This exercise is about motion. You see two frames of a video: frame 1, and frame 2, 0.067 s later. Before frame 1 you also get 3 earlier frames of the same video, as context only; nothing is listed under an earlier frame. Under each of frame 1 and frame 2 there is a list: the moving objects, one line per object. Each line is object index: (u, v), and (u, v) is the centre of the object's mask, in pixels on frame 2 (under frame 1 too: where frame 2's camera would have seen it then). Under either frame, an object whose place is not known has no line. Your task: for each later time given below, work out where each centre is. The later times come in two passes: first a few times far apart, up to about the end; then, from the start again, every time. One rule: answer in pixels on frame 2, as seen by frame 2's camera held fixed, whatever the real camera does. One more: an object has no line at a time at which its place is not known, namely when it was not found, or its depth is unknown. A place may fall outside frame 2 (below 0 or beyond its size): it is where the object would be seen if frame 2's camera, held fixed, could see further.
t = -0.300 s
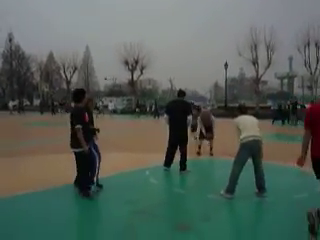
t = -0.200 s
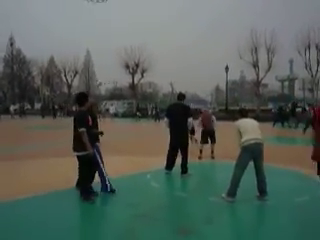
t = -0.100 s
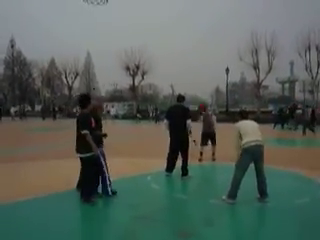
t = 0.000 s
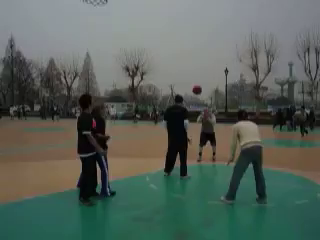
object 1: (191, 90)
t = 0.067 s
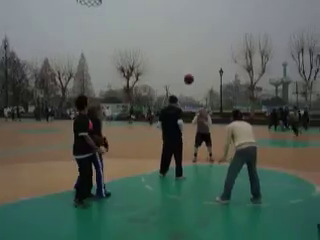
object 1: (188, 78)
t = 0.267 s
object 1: (177, 49)
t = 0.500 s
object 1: (162, 27)
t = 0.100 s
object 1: (187, 73)
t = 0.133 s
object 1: (185, 68)
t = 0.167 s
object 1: (183, 62)
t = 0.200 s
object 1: (181, 57)
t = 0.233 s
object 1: (180, 53)
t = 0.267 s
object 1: (177, 49)
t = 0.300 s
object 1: (175, 45)
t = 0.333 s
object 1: (173, 41)
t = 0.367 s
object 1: (171, 38)
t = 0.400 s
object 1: (169, 34)
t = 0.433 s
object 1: (167, 31)
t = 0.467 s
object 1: (165, 29)
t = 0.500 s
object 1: (162, 27)
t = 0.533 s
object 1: (160, 26)
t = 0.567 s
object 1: (157, 25)
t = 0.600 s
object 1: (154, 25)
